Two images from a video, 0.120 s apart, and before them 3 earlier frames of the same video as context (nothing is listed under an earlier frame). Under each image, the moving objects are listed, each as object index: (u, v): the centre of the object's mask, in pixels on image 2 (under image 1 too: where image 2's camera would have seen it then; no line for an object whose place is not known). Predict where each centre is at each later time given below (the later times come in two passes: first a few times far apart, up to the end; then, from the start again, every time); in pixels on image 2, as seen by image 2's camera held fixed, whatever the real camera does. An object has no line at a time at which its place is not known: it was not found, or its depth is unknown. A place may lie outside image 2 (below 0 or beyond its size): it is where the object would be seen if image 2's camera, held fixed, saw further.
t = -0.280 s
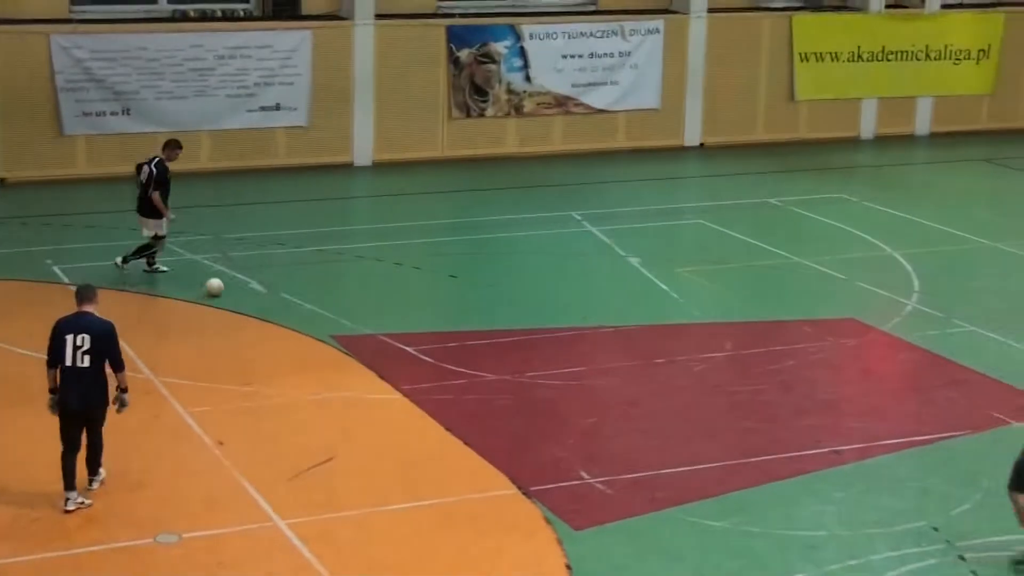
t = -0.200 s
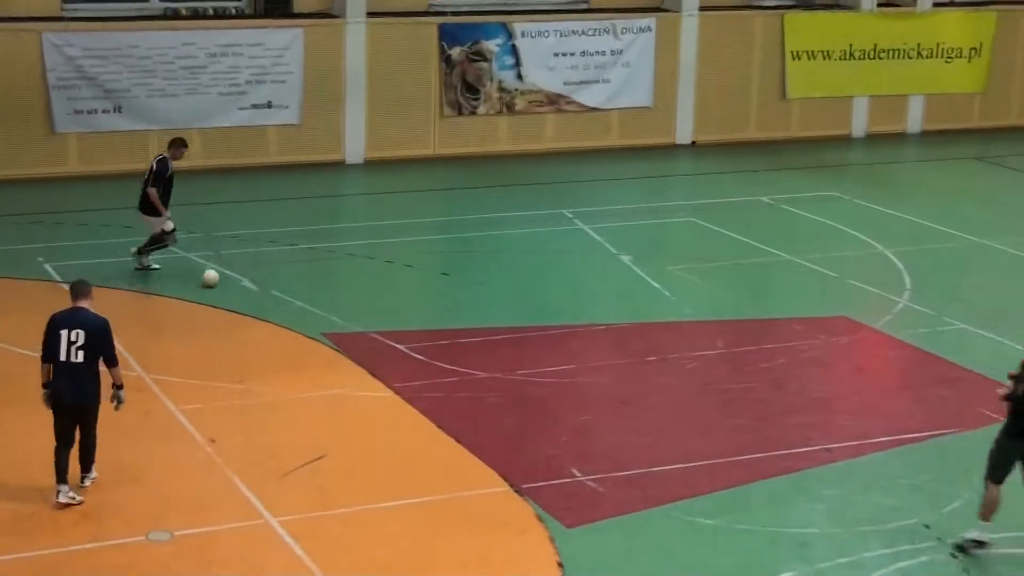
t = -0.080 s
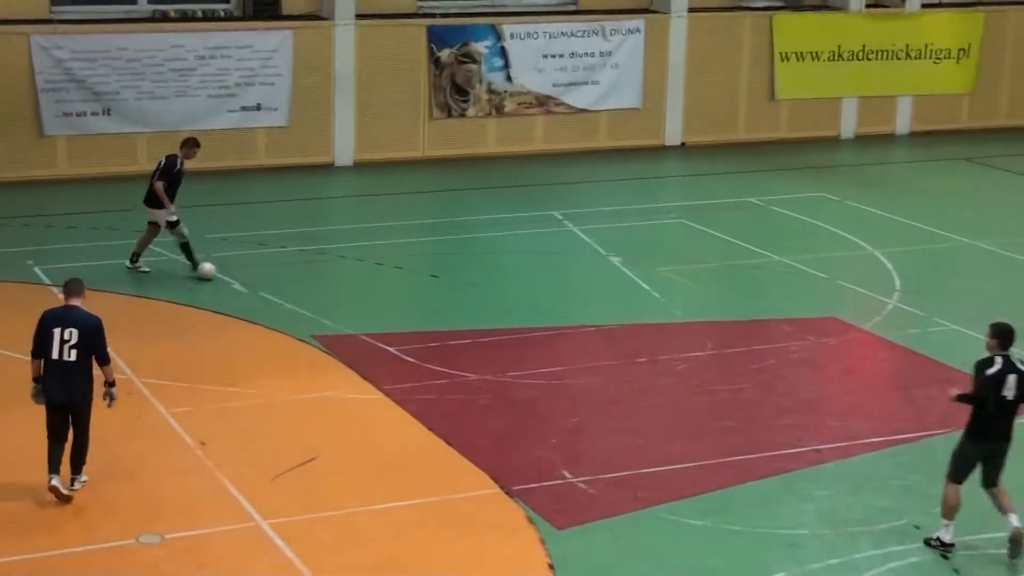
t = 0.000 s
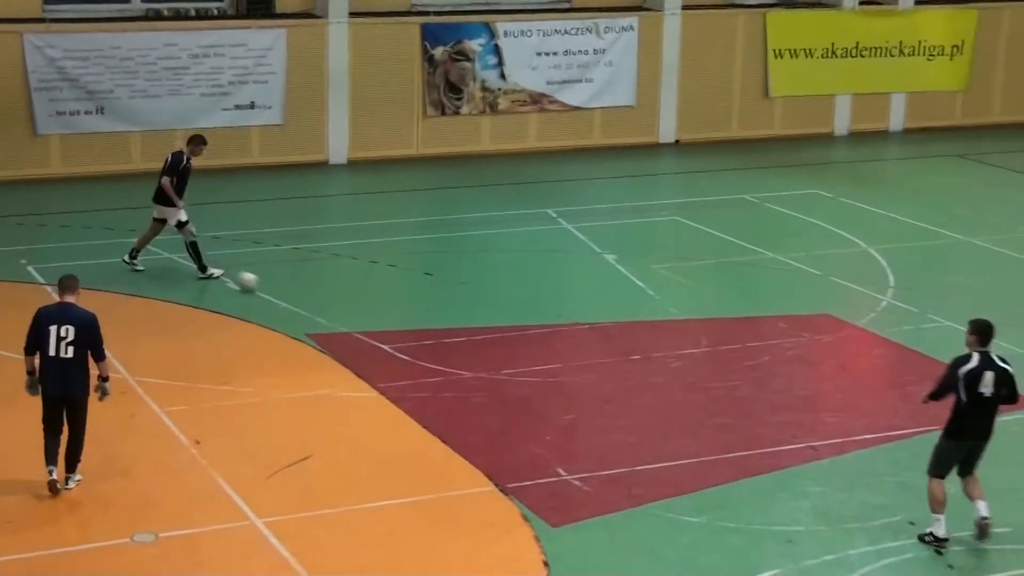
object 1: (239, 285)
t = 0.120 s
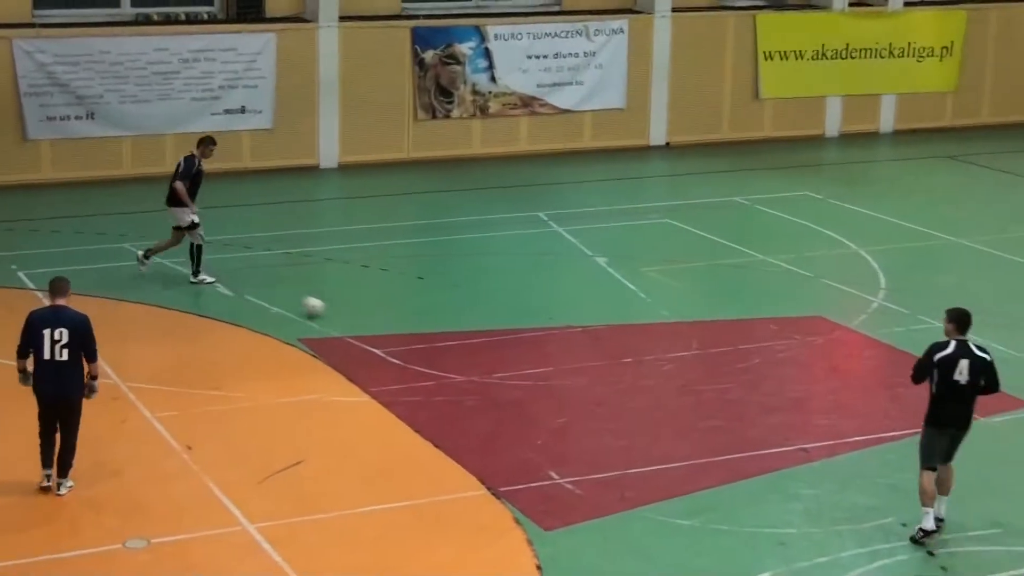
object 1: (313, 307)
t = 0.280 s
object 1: (411, 333)
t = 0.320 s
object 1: (435, 339)
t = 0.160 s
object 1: (338, 313)
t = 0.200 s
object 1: (362, 320)
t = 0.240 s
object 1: (386, 326)
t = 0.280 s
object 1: (411, 333)
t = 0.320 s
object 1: (435, 339)
